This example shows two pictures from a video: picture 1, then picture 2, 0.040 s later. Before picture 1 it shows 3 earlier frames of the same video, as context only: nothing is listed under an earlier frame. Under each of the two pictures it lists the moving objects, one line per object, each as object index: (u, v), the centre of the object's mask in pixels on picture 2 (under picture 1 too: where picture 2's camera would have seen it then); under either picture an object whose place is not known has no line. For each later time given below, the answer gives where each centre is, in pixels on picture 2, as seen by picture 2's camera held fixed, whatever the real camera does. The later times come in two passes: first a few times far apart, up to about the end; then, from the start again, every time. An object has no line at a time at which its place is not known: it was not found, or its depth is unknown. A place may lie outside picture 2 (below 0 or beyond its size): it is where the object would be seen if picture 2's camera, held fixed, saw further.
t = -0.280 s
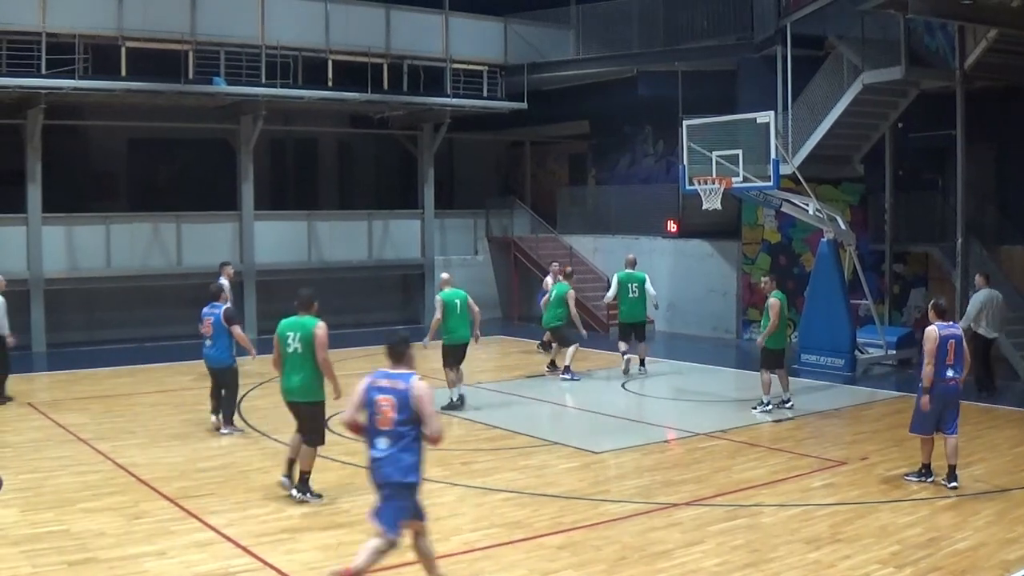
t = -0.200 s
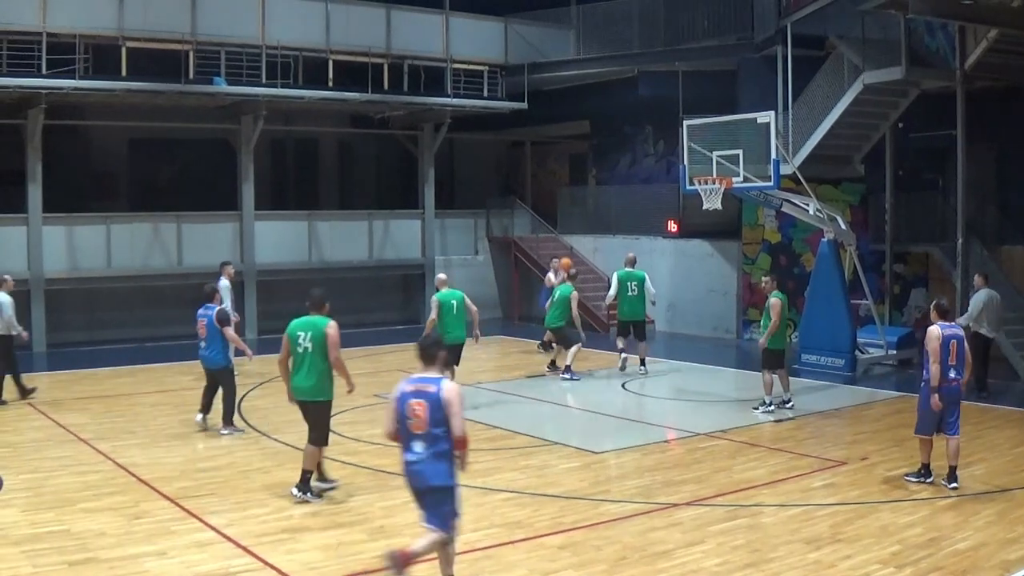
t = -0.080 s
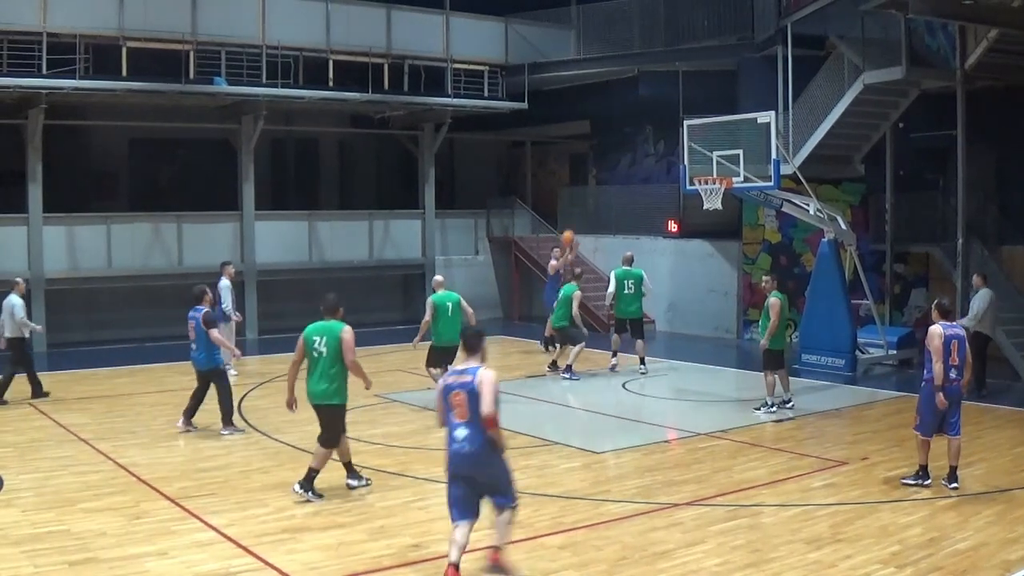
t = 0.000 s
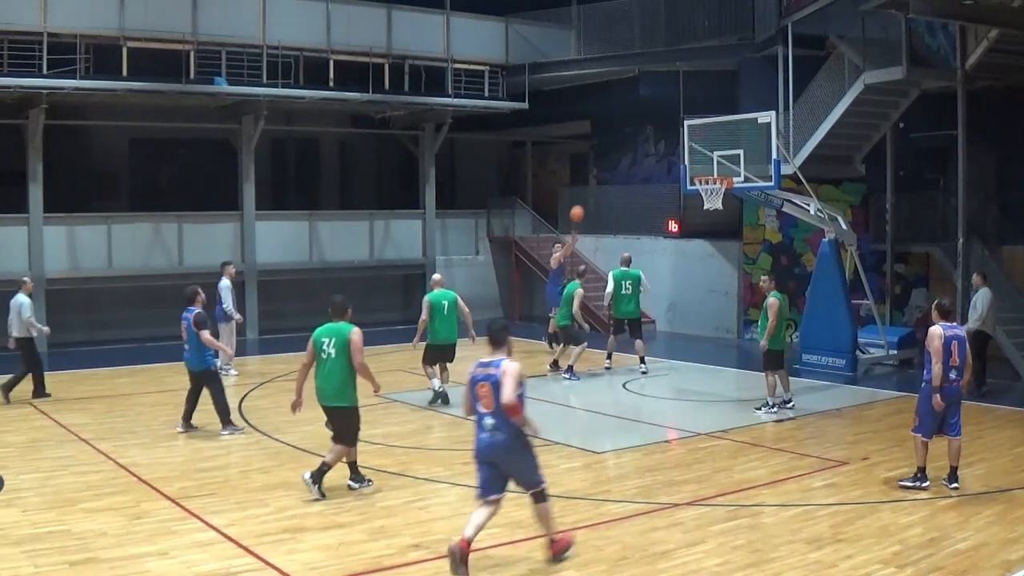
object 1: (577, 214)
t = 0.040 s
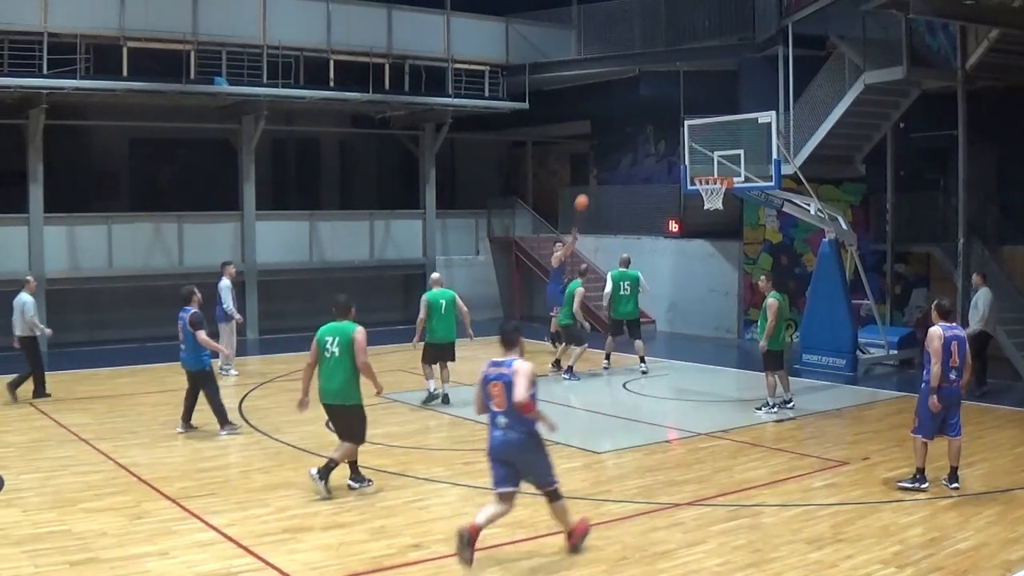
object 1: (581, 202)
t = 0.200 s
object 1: (600, 165)
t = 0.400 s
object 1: (624, 137)
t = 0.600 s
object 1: (649, 132)
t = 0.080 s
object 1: (586, 192)
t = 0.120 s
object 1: (591, 182)
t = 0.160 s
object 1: (595, 174)
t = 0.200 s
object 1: (600, 165)
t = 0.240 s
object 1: (604, 158)
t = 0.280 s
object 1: (610, 151)
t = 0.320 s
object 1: (614, 146)
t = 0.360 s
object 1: (619, 141)
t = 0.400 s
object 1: (624, 137)
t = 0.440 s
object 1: (629, 134)
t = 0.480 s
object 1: (634, 132)
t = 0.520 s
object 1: (639, 131)
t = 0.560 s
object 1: (644, 131)
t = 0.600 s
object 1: (649, 132)
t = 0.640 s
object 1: (655, 134)
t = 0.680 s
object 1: (660, 137)
